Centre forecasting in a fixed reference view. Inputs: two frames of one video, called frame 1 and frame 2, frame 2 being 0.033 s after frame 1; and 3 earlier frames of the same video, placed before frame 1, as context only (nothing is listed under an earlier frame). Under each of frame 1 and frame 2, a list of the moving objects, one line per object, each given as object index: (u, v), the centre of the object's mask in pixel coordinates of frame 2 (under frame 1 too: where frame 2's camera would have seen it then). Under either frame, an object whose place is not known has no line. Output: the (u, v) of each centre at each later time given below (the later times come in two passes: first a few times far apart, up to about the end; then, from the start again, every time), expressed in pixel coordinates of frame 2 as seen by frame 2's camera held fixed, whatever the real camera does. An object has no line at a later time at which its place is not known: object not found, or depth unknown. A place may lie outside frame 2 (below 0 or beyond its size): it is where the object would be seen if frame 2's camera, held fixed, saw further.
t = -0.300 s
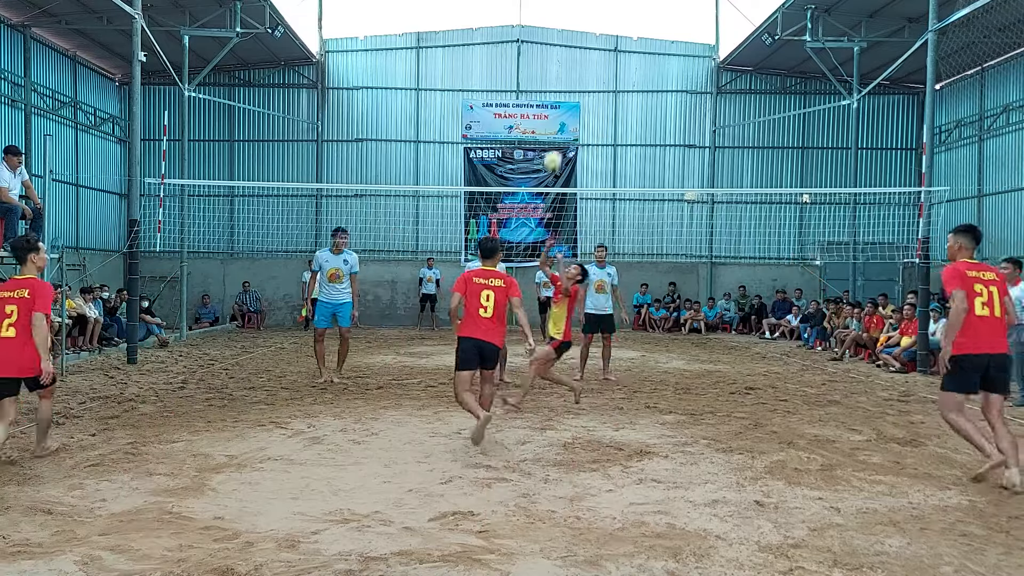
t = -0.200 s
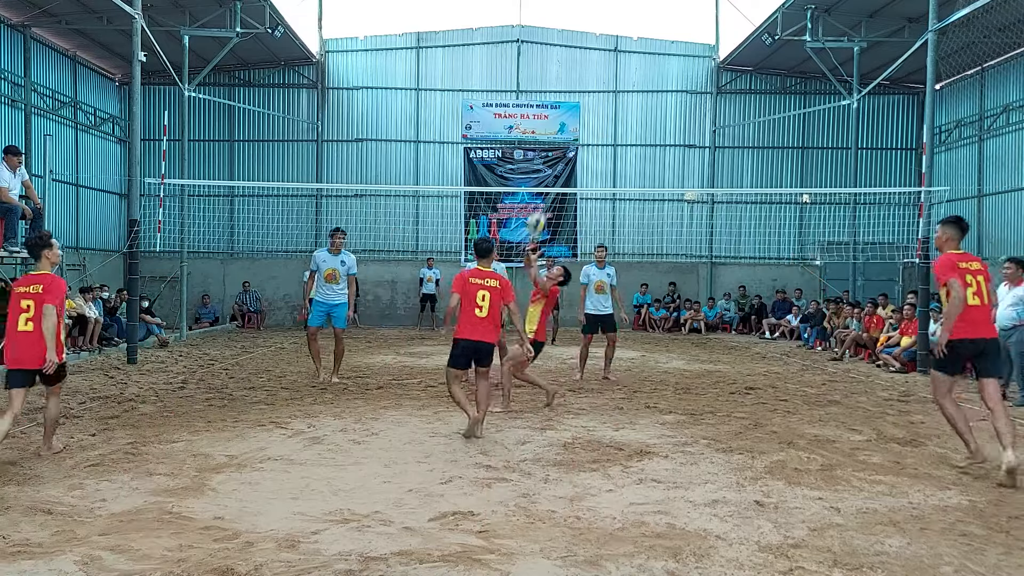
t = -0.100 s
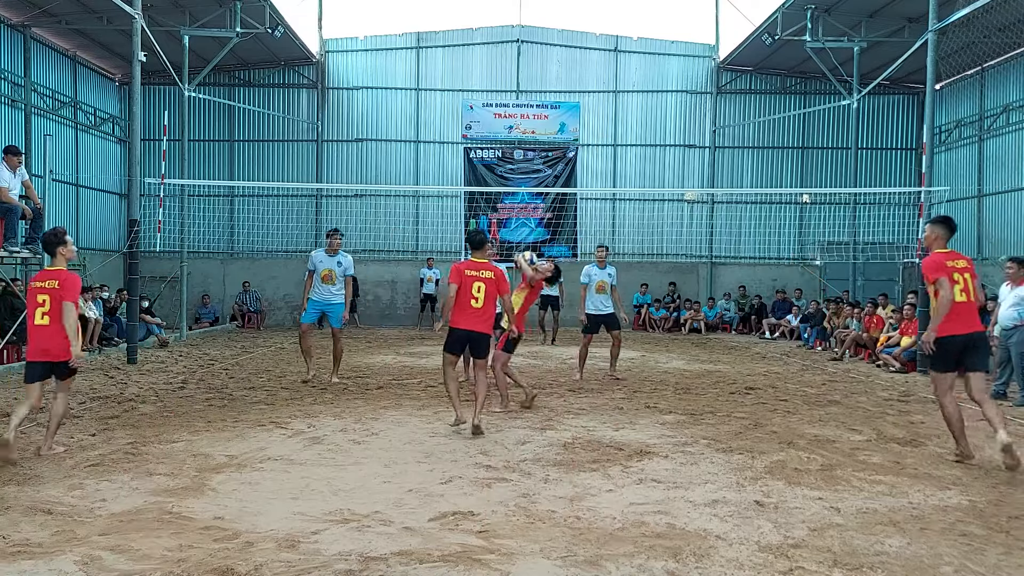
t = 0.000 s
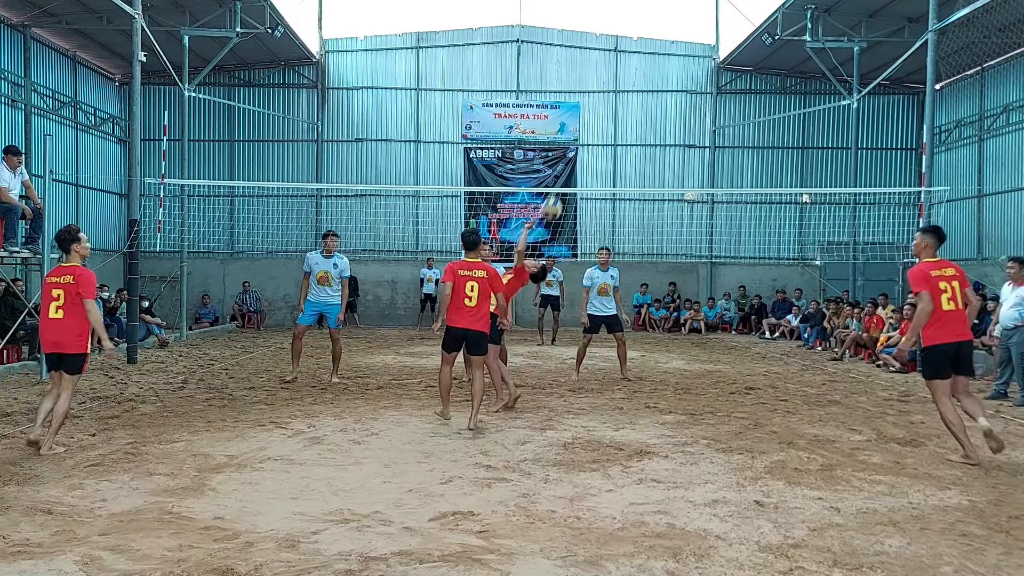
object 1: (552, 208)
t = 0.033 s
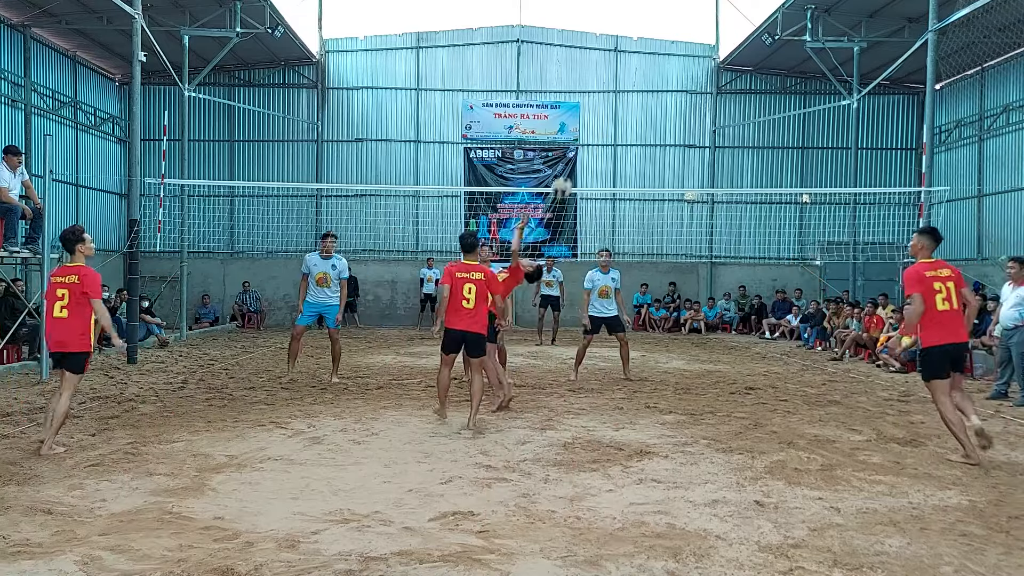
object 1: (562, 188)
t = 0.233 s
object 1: (616, 89)
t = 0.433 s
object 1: (669, 30)
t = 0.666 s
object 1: (724, 11)
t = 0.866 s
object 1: (768, 34)
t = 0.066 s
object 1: (571, 169)
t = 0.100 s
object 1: (580, 151)
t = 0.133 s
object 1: (590, 135)
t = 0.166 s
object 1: (599, 118)
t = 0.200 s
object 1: (608, 102)
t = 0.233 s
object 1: (616, 89)
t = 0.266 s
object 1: (625, 76)
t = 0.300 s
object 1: (635, 64)
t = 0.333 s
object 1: (643, 55)
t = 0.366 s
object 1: (653, 45)
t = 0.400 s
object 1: (660, 37)
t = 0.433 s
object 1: (669, 30)
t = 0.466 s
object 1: (677, 24)
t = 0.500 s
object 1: (685, 20)
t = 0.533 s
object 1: (693, 16)
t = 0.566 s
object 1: (701, 13)
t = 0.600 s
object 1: (710, 12)
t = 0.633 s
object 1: (717, 11)
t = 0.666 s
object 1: (724, 11)
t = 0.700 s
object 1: (732, 14)
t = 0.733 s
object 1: (740, 16)
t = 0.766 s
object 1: (747, 19)
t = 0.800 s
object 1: (755, 23)
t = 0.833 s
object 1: (762, 28)
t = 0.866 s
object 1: (768, 34)
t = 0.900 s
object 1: (775, 41)
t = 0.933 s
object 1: (782, 50)
